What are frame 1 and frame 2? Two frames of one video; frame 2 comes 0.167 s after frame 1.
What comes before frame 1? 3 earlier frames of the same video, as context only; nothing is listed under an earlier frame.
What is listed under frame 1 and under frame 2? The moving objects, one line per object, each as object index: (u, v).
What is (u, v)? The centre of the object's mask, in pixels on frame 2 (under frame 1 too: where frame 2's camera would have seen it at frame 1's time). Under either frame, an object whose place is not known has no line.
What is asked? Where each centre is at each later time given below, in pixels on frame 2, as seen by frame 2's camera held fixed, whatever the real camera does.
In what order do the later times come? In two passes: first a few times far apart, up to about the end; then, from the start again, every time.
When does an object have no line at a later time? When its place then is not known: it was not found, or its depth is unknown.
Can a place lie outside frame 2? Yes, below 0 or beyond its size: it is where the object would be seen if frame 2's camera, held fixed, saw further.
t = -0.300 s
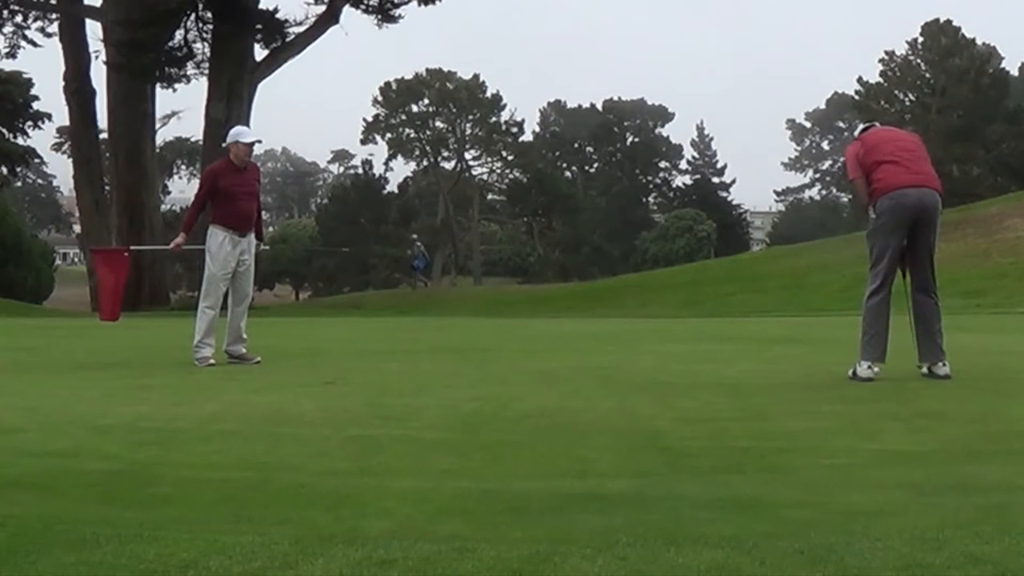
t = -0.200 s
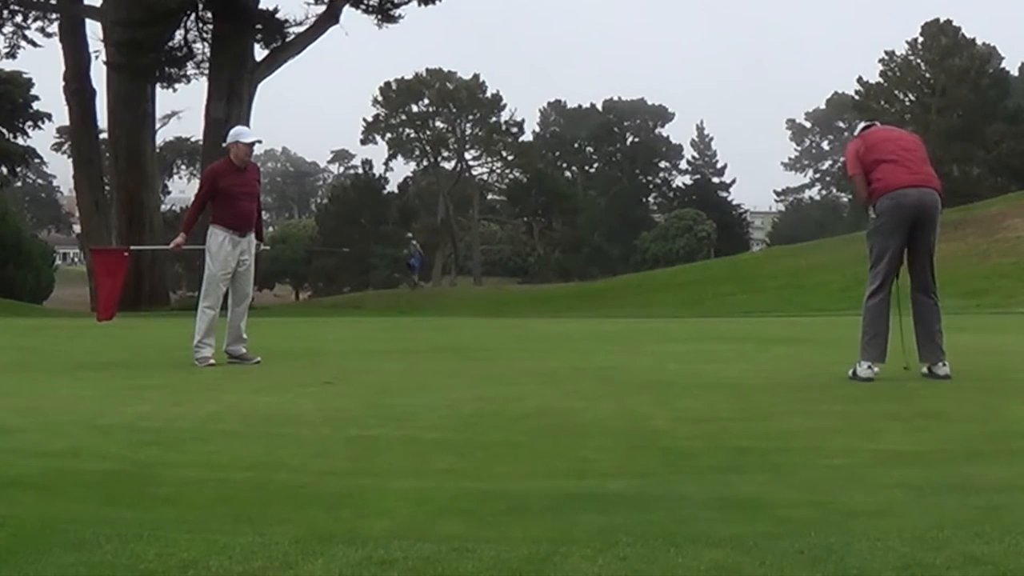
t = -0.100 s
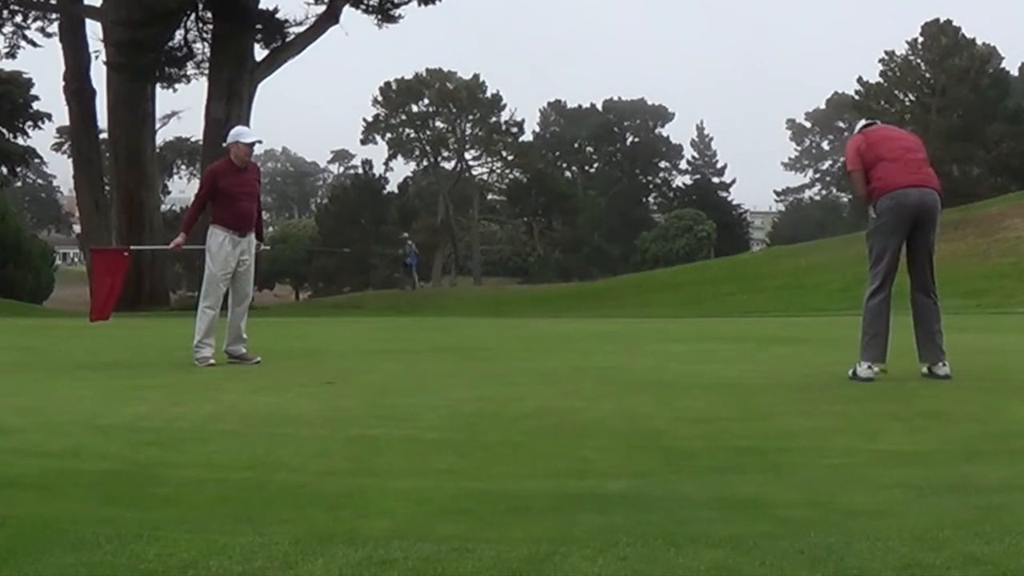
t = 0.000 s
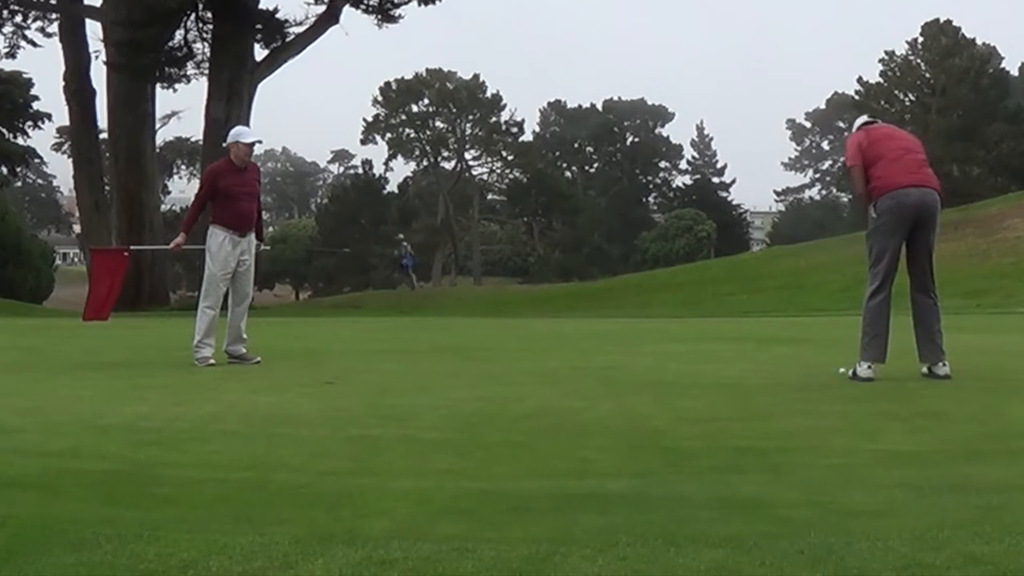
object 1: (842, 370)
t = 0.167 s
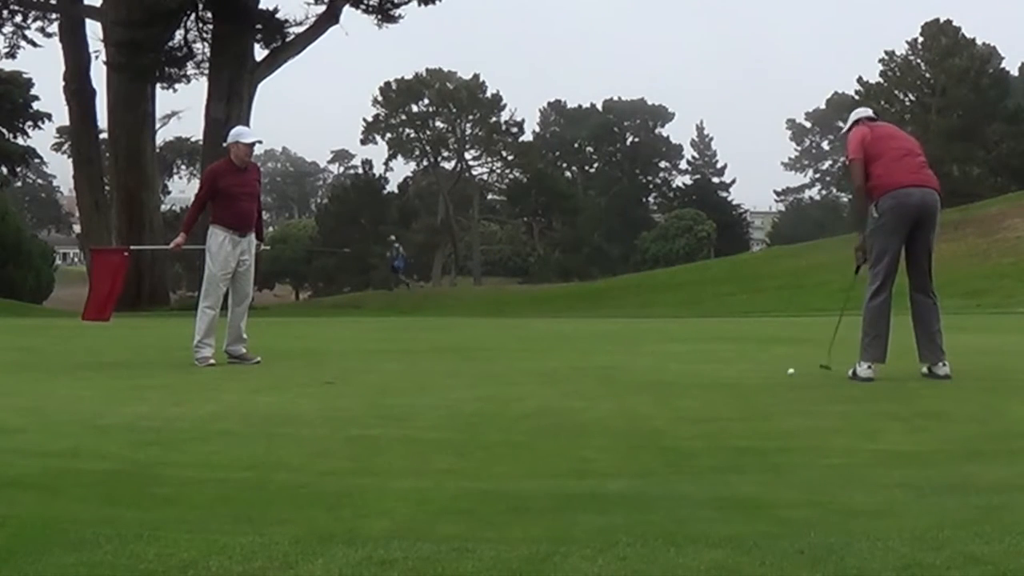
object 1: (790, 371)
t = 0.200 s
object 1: (780, 371)
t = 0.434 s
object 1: (714, 373)
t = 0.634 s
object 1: (660, 374)
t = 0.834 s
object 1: (609, 374)
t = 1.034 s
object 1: (561, 375)
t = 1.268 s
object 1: (509, 376)
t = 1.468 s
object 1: (468, 376)
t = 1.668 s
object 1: (429, 376)
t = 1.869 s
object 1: (394, 376)
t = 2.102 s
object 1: (357, 377)
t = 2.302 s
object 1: (329, 377)
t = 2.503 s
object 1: (302, 376)
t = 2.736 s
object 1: (275, 376)
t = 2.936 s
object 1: (255, 376)
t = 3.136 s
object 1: (238, 375)
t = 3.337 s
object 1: (222, 375)
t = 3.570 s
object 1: (208, 374)
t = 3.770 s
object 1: (198, 374)
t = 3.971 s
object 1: (188, 374)
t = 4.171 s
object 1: (180, 374)
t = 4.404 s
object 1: (173, 373)
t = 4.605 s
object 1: (169, 373)
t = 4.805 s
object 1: (168, 373)
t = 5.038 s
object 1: (165, 373)
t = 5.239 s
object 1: (165, 373)
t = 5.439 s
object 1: (165, 373)
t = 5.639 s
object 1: (165, 373)
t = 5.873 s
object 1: (165, 373)
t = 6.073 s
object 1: (165, 373)
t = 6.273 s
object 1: (165, 373)
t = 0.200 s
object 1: (780, 371)
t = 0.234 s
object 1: (771, 372)
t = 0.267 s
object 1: (761, 373)
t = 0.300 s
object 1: (751, 372)
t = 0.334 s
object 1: (742, 373)
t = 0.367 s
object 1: (733, 372)
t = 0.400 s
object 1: (723, 373)
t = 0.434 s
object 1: (714, 373)
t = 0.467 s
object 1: (705, 374)
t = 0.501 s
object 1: (696, 374)
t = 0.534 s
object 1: (687, 374)
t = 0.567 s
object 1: (678, 374)
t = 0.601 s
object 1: (669, 374)
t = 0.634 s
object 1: (660, 374)
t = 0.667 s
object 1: (652, 374)
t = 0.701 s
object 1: (643, 374)
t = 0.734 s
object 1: (634, 374)
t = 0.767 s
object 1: (626, 374)
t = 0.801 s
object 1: (618, 374)
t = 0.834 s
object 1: (609, 374)
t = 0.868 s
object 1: (601, 375)
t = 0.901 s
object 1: (593, 375)
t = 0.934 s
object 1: (584, 375)
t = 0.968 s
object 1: (577, 374)
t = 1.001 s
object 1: (569, 375)
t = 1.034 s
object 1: (561, 375)
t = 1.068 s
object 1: (553, 375)
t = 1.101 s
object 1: (546, 375)
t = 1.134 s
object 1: (538, 375)
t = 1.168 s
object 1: (531, 375)
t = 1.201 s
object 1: (523, 375)
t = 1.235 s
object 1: (517, 375)
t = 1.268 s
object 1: (509, 376)
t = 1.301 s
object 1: (502, 375)
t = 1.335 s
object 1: (495, 376)
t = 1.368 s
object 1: (488, 376)
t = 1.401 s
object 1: (481, 376)
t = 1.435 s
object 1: (474, 376)
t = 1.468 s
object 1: (468, 376)
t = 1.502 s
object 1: (461, 376)
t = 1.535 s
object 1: (455, 376)
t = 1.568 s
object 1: (449, 376)
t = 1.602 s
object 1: (442, 376)
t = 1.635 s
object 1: (436, 376)
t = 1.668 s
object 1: (429, 376)
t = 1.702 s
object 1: (424, 376)
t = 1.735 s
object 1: (417, 377)
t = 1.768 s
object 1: (412, 377)
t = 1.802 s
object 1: (406, 376)
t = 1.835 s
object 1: (400, 377)
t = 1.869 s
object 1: (394, 376)
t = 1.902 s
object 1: (388, 377)
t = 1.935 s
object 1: (383, 377)
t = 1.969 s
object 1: (378, 377)
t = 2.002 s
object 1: (373, 377)
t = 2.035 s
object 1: (367, 377)
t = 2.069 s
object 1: (362, 377)
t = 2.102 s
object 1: (357, 377)
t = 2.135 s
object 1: (352, 377)
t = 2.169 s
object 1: (347, 377)
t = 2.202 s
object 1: (343, 377)
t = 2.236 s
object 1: (338, 377)
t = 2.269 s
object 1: (333, 377)
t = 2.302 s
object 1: (329, 377)
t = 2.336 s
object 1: (324, 377)
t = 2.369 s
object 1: (320, 377)
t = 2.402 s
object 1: (315, 377)
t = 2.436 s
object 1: (311, 376)
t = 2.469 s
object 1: (306, 376)
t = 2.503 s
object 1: (302, 376)
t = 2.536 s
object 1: (298, 376)
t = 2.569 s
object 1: (294, 376)
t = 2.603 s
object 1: (290, 376)
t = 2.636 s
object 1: (287, 376)
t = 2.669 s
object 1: (282, 376)
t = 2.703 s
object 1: (279, 377)
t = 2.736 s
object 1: (275, 376)
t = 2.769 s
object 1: (271, 376)
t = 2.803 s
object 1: (268, 376)
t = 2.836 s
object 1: (265, 376)
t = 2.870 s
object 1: (261, 376)
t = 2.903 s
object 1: (258, 376)
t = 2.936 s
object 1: (255, 376)
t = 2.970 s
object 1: (252, 376)
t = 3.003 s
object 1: (249, 375)
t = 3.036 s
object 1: (246, 376)
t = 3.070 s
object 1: (243, 375)
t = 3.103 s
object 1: (241, 375)
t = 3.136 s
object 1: (238, 375)
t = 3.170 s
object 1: (235, 375)
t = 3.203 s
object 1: (232, 375)
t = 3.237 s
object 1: (230, 375)
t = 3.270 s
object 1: (227, 375)
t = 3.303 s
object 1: (224, 375)
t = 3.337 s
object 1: (222, 375)
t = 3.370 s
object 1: (220, 375)
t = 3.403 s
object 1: (217, 375)
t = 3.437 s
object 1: (215, 375)
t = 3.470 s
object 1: (213, 375)
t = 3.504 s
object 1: (211, 375)
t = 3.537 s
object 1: (209, 375)
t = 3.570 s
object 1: (208, 374)
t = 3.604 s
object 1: (206, 375)
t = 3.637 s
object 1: (204, 375)
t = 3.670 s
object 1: (202, 375)
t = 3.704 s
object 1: (201, 374)
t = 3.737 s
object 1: (199, 374)
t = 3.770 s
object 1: (198, 374)
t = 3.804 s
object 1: (196, 374)
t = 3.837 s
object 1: (194, 374)
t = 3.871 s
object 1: (192, 374)
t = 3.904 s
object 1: (191, 374)
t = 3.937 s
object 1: (190, 374)
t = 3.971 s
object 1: (188, 374)
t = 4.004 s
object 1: (187, 374)
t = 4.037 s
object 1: (186, 374)
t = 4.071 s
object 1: (184, 374)
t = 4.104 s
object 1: (183, 374)
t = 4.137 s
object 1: (181, 374)
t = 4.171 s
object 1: (180, 374)
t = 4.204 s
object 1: (179, 374)
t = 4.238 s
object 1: (178, 373)
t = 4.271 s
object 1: (177, 373)
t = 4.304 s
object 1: (176, 373)
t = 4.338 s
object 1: (175, 373)
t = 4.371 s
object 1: (174, 373)
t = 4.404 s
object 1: (173, 373)
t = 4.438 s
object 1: (172, 373)
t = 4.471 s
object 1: (172, 373)
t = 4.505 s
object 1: (170, 373)
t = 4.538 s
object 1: (170, 373)
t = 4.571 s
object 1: (169, 373)
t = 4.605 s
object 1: (169, 373)
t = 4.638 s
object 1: (168, 373)
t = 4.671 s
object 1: (168, 373)
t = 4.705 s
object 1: (168, 373)
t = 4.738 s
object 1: (168, 373)
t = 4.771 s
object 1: (168, 373)
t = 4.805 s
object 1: (168, 373)
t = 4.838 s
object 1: (167, 373)
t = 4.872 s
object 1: (167, 373)
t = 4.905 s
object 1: (167, 373)
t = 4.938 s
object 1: (166, 373)
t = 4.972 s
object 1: (166, 373)
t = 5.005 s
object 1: (165, 373)
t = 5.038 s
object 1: (165, 373)
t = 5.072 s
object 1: (165, 373)
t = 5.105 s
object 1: (165, 373)
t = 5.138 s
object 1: (165, 373)
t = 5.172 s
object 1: (165, 373)
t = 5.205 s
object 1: (165, 373)
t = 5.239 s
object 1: (165, 373)
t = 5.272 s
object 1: (165, 373)
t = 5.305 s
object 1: (165, 373)
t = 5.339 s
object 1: (165, 373)
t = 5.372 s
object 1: (165, 373)
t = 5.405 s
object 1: (165, 373)
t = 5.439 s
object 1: (165, 373)
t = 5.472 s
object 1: (165, 373)
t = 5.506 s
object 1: (165, 373)
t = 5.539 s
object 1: (165, 373)
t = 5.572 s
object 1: (165, 373)
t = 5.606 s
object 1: (165, 373)
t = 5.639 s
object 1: (165, 373)
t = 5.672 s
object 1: (165, 373)
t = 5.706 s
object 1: (165, 373)
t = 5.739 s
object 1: (165, 373)
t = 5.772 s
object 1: (165, 373)
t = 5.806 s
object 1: (165, 373)
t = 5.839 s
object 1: (165, 373)
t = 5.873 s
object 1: (165, 373)
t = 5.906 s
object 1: (165, 373)
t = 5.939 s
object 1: (165, 373)
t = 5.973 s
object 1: (165, 373)
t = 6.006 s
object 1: (165, 373)
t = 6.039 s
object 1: (165, 373)
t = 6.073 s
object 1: (165, 373)
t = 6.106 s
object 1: (165, 373)
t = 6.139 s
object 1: (165, 373)
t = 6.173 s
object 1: (165, 373)
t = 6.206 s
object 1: (165, 373)
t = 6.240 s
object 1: (165, 373)
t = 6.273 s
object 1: (165, 373)
